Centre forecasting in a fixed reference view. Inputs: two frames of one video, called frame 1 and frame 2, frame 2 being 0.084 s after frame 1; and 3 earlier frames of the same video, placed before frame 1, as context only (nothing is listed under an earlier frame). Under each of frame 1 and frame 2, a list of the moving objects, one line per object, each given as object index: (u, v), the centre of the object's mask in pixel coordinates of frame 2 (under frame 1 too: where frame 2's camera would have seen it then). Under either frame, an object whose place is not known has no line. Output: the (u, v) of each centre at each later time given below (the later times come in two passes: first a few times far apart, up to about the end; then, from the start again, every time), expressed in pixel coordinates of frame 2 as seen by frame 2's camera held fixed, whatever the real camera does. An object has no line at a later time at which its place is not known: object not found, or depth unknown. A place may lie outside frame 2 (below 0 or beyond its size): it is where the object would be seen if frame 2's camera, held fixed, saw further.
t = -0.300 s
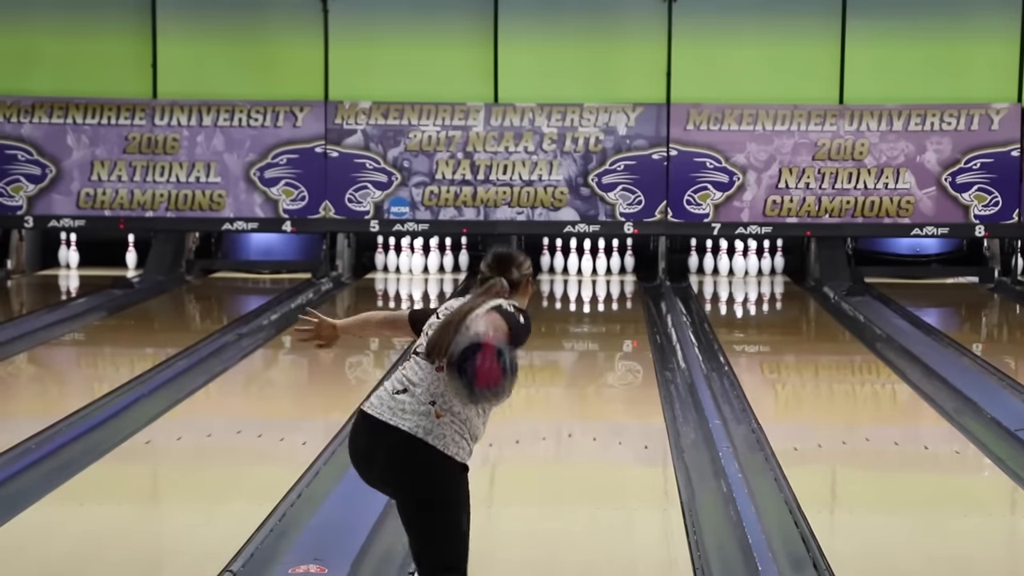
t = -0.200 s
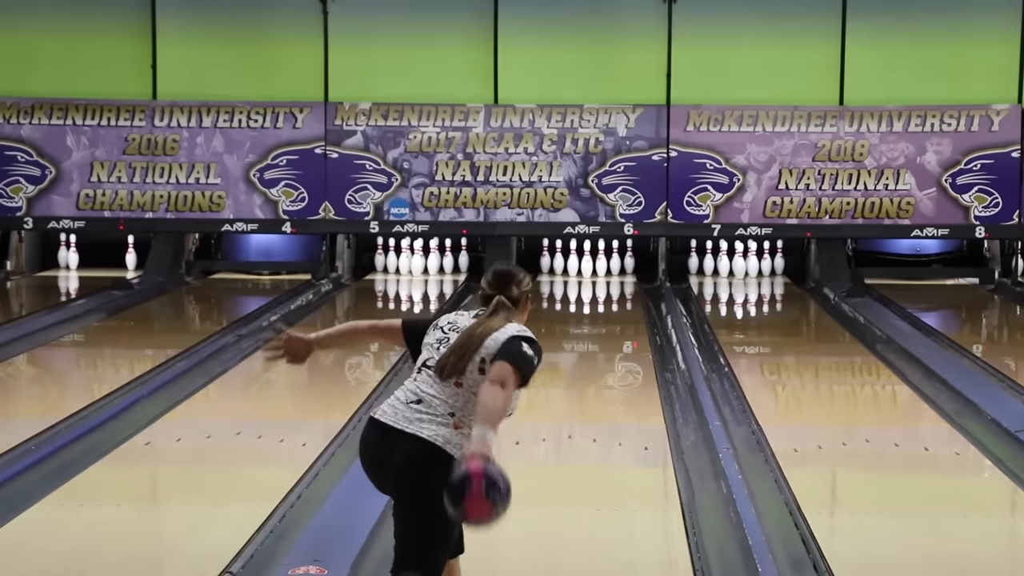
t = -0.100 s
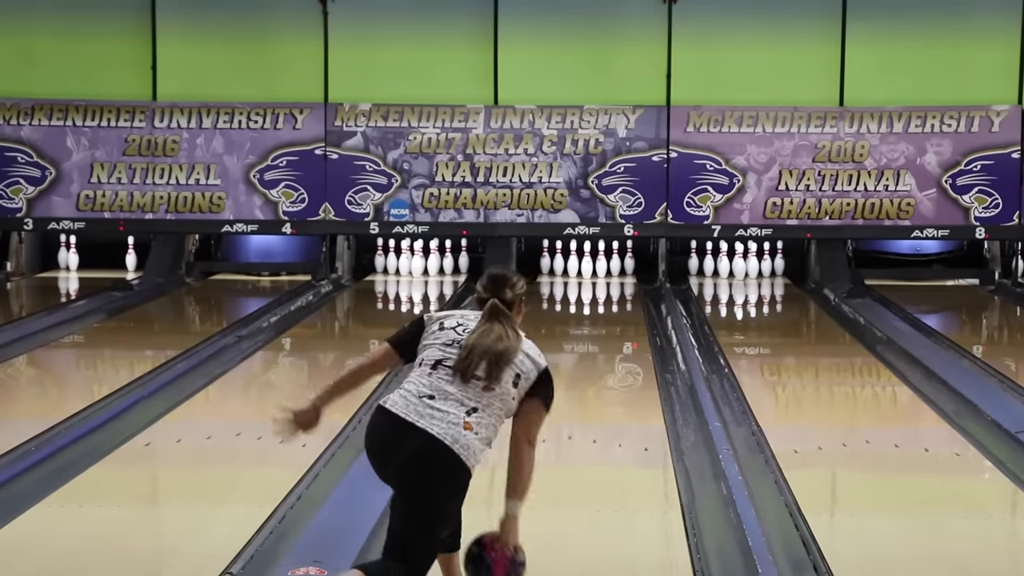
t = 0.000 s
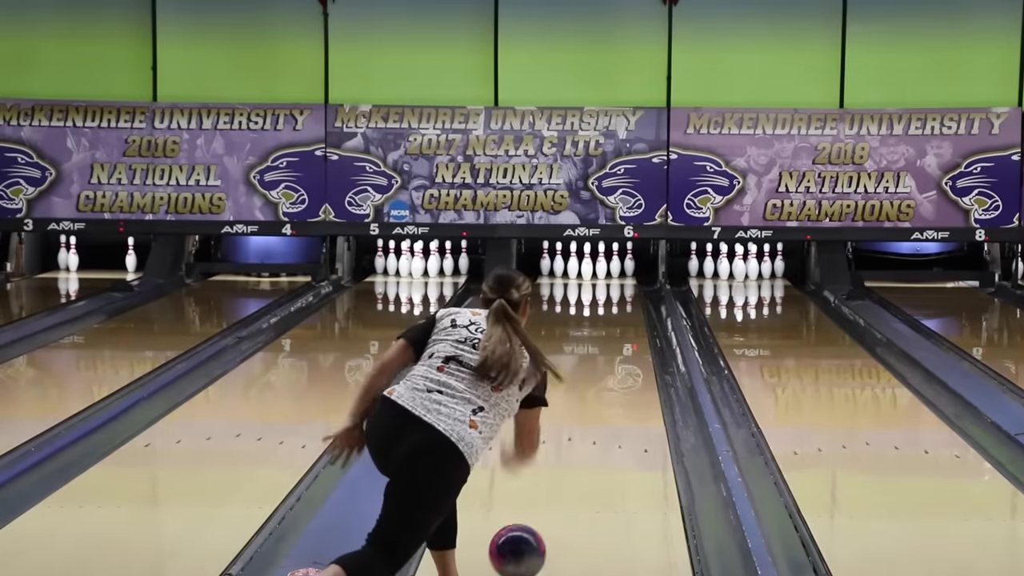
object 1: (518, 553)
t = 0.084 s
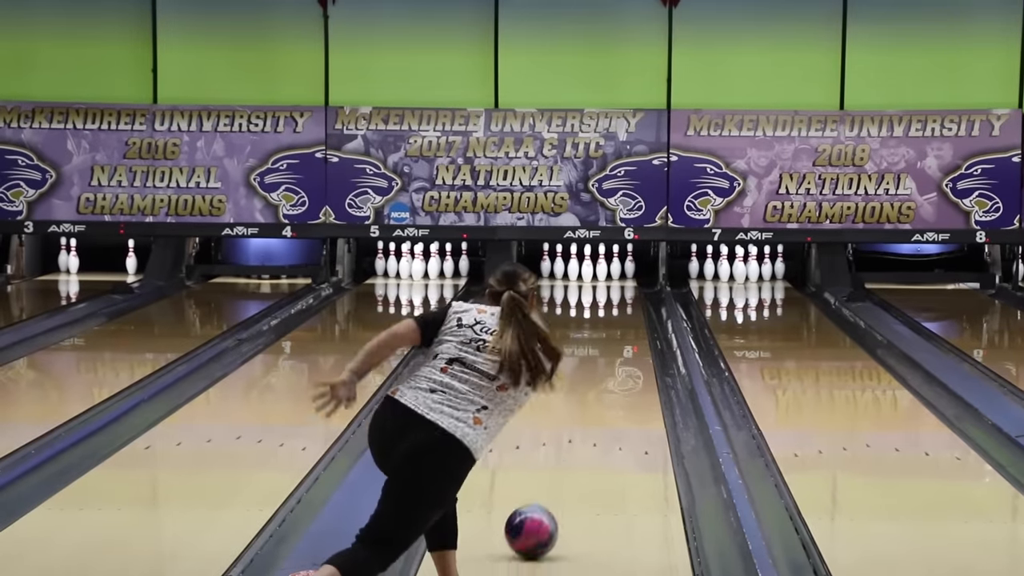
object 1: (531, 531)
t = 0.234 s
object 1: (551, 487)
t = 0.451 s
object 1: (573, 440)
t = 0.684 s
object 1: (591, 401)
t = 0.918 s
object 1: (604, 370)
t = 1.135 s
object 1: (613, 347)
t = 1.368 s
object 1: (620, 327)
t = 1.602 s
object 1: (623, 310)
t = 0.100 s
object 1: (534, 526)
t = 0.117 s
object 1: (536, 521)
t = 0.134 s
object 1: (538, 516)
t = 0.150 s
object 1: (540, 511)
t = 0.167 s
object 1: (543, 506)
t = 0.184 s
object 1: (545, 501)
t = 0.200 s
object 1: (547, 497)
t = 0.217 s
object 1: (549, 492)
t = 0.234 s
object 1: (551, 487)
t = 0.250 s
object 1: (553, 483)
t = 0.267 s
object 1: (555, 478)
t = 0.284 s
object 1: (557, 475)
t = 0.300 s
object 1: (558, 471)
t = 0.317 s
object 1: (560, 467)
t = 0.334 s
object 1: (562, 464)
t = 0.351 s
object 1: (564, 460)
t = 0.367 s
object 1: (565, 456)
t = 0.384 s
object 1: (567, 453)
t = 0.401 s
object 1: (568, 449)
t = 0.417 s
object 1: (570, 446)
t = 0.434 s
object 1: (572, 443)
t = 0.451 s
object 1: (573, 440)
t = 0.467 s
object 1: (575, 436)
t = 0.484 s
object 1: (576, 433)
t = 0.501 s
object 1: (577, 430)
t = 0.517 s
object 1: (579, 427)
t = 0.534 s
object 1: (580, 424)
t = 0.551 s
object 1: (581, 421)
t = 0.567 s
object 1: (582, 419)
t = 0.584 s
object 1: (584, 416)
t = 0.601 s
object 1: (585, 413)
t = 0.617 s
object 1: (586, 411)
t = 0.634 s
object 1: (587, 408)
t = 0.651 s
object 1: (589, 406)
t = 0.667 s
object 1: (590, 403)
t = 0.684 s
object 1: (591, 401)
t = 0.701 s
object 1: (592, 398)
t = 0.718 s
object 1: (593, 396)
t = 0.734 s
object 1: (594, 393)
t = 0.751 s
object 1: (595, 391)
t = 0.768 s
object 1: (596, 389)
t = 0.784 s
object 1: (597, 387)
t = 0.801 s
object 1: (598, 384)
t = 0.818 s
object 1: (599, 382)
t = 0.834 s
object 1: (600, 380)
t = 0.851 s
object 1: (601, 378)
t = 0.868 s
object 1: (602, 376)
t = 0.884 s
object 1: (603, 374)
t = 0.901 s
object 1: (603, 372)
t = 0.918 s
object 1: (604, 370)
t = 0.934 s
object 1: (605, 368)
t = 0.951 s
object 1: (606, 366)
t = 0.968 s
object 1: (606, 364)
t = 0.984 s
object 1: (607, 362)
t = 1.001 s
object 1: (607, 361)
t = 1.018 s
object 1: (608, 359)
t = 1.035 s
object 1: (609, 357)
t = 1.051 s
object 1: (610, 356)
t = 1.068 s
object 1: (611, 354)
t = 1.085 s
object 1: (611, 352)
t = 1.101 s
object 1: (612, 351)
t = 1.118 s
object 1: (613, 349)
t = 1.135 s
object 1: (613, 347)
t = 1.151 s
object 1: (614, 346)
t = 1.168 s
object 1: (614, 344)
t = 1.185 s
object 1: (615, 343)
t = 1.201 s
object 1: (615, 341)
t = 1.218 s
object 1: (616, 340)
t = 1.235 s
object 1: (616, 338)
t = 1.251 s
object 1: (617, 337)
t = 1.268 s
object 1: (618, 335)
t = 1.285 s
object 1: (618, 334)
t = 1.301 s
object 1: (618, 332)
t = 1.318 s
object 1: (619, 331)
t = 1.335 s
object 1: (618, 330)
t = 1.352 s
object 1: (620, 329)
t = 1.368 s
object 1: (620, 327)
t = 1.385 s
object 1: (621, 326)
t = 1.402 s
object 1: (620, 324)
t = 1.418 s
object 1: (621, 323)
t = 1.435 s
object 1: (622, 323)
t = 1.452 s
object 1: (622, 320)
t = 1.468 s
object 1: (621, 320)
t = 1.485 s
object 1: (622, 318)
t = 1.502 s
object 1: (622, 317)
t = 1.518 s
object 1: (622, 316)
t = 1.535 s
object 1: (623, 315)
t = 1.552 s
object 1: (622, 314)
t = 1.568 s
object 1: (622, 312)
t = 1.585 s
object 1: (622, 312)
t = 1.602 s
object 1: (623, 310)
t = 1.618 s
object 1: (623, 309)
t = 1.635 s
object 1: (623, 308)
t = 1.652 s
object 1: (623, 307)
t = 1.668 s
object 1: (623, 306)
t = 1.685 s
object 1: (622, 305)
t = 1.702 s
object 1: (620, 304)
